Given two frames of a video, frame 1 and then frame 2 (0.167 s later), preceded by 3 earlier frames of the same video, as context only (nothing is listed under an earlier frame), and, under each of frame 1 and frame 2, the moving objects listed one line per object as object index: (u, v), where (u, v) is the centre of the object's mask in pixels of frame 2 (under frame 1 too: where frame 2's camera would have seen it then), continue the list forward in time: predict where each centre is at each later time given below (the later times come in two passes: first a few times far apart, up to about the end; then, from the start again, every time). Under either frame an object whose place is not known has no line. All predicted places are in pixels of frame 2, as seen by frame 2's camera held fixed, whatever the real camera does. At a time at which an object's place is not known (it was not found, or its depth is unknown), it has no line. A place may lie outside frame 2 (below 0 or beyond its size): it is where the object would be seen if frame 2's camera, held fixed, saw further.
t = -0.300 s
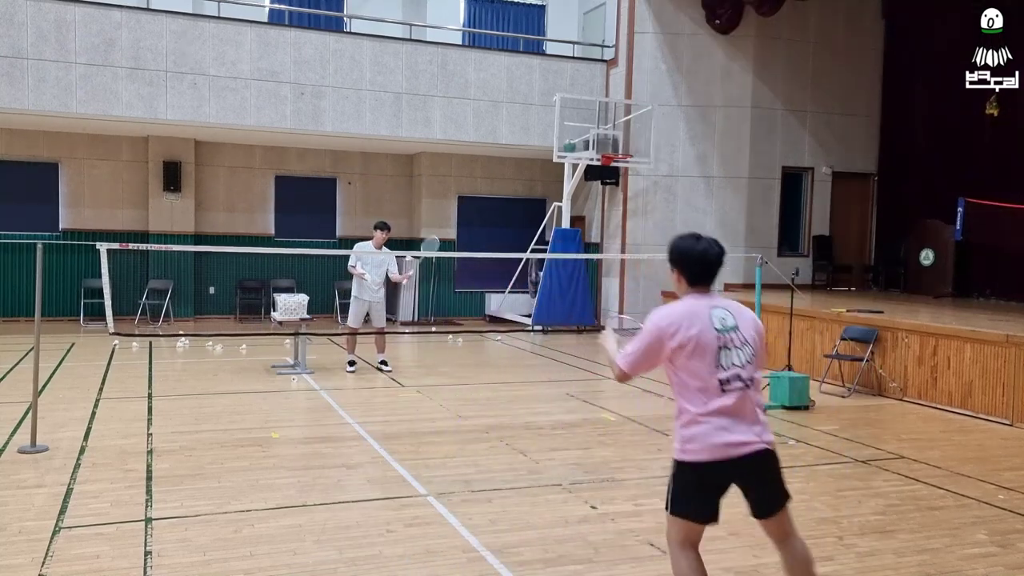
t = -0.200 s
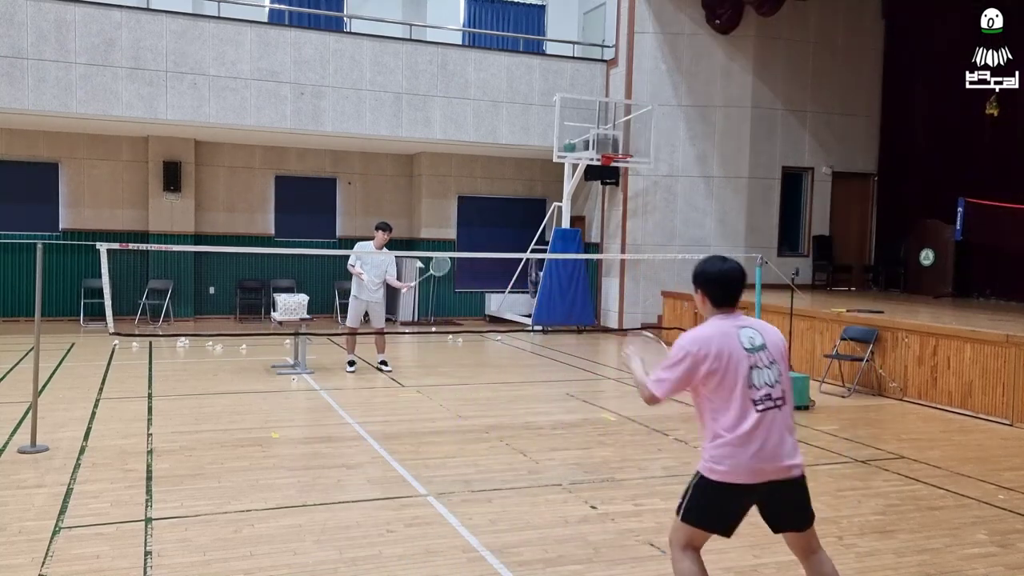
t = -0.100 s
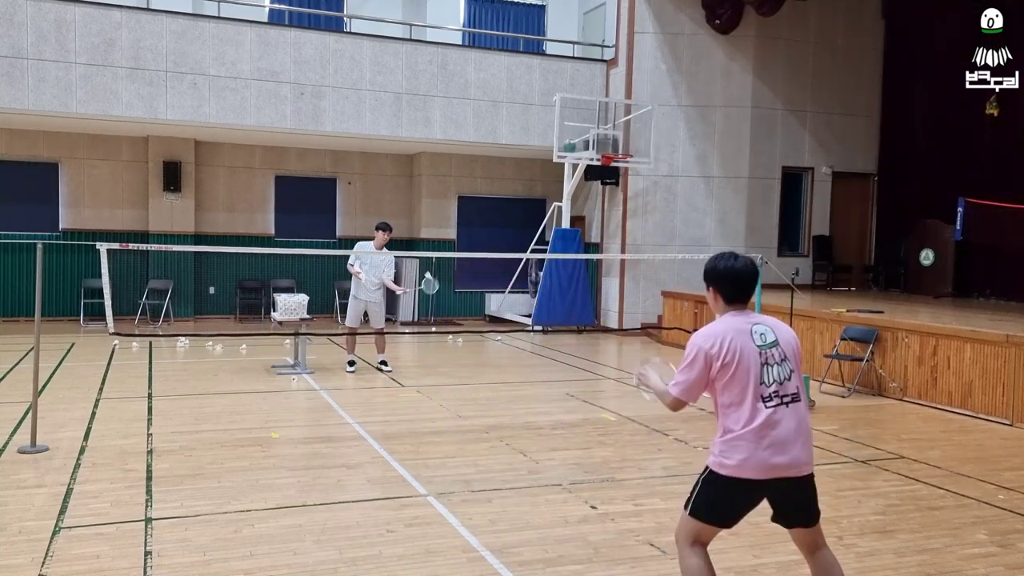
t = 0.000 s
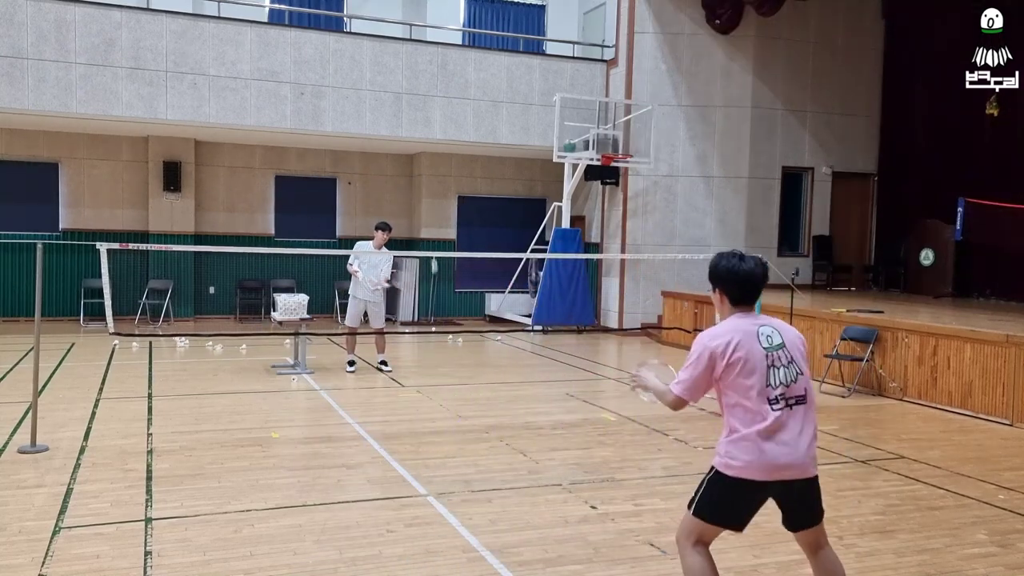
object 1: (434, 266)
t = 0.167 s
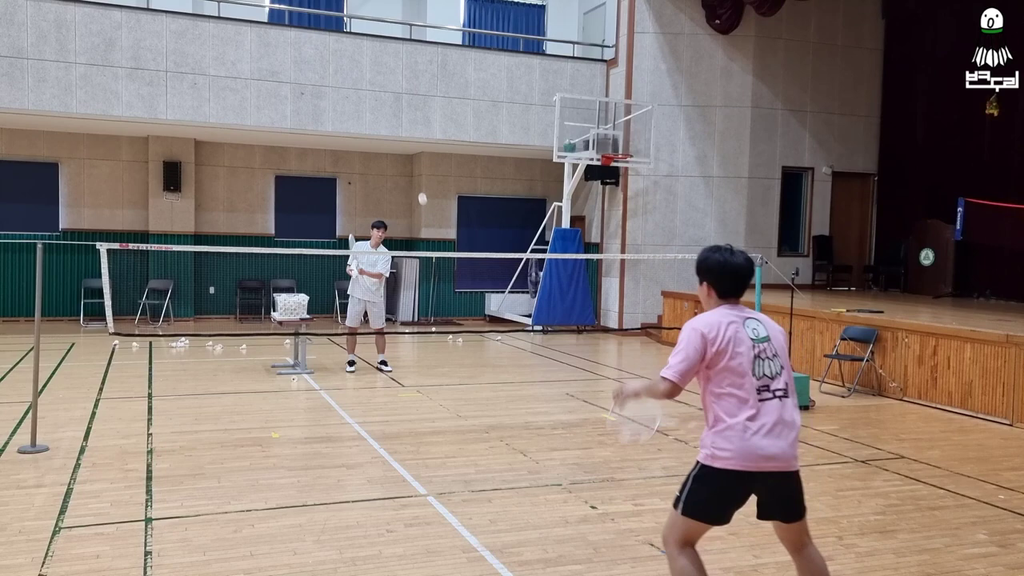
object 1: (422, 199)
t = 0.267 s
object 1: (414, 173)
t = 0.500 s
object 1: (390, 165)
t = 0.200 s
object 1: (420, 189)
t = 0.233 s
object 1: (417, 181)
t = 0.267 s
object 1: (414, 173)
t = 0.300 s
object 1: (411, 167)
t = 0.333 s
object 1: (408, 163)
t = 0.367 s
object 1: (405, 160)
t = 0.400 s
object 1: (402, 159)
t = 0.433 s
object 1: (398, 159)
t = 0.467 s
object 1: (394, 161)
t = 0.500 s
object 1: (390, 165)
